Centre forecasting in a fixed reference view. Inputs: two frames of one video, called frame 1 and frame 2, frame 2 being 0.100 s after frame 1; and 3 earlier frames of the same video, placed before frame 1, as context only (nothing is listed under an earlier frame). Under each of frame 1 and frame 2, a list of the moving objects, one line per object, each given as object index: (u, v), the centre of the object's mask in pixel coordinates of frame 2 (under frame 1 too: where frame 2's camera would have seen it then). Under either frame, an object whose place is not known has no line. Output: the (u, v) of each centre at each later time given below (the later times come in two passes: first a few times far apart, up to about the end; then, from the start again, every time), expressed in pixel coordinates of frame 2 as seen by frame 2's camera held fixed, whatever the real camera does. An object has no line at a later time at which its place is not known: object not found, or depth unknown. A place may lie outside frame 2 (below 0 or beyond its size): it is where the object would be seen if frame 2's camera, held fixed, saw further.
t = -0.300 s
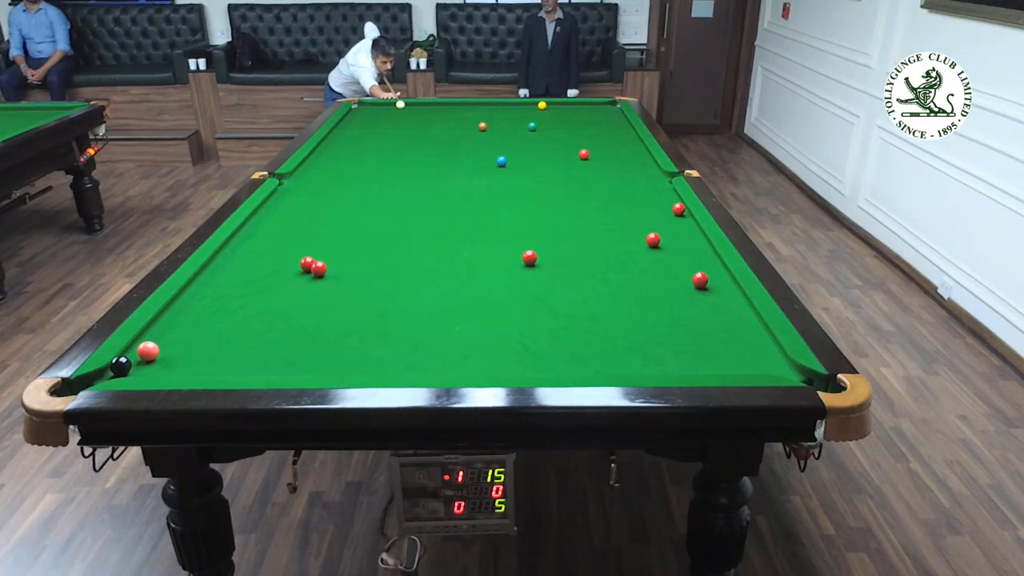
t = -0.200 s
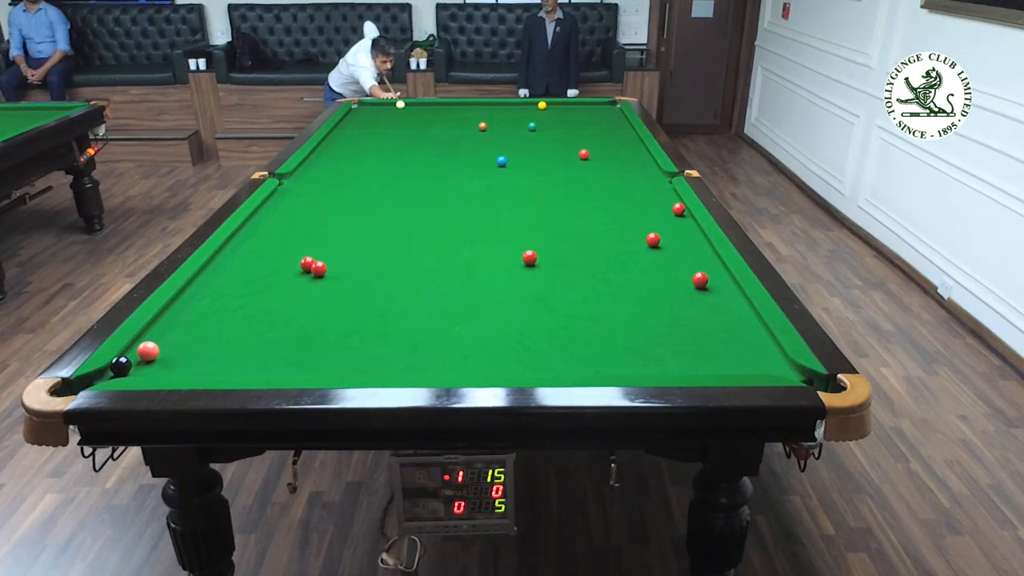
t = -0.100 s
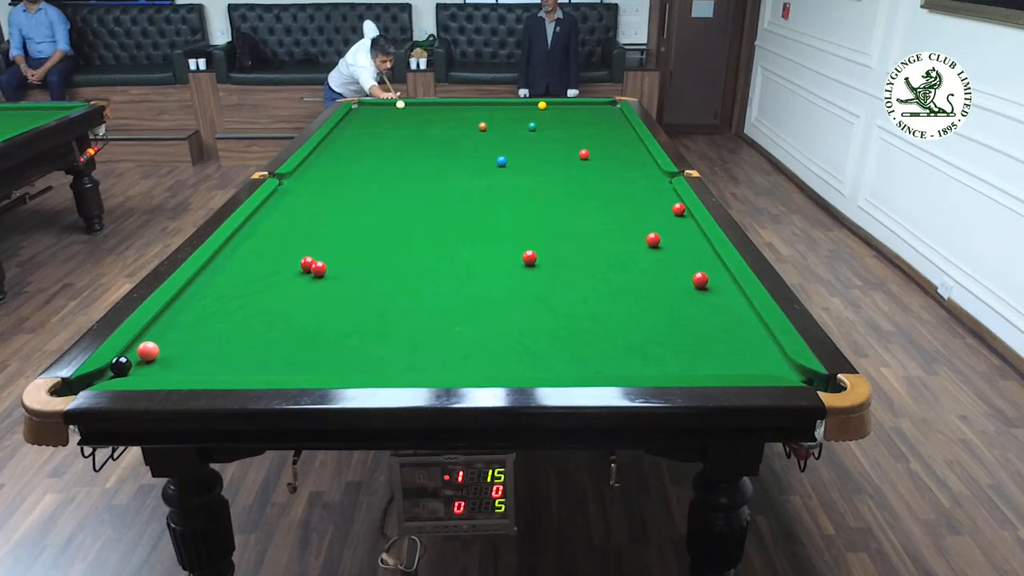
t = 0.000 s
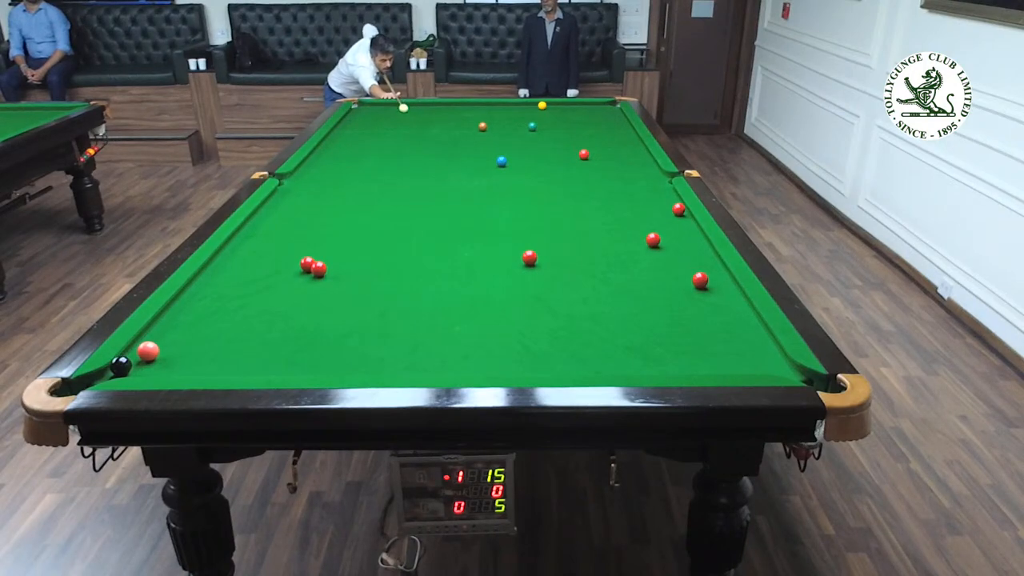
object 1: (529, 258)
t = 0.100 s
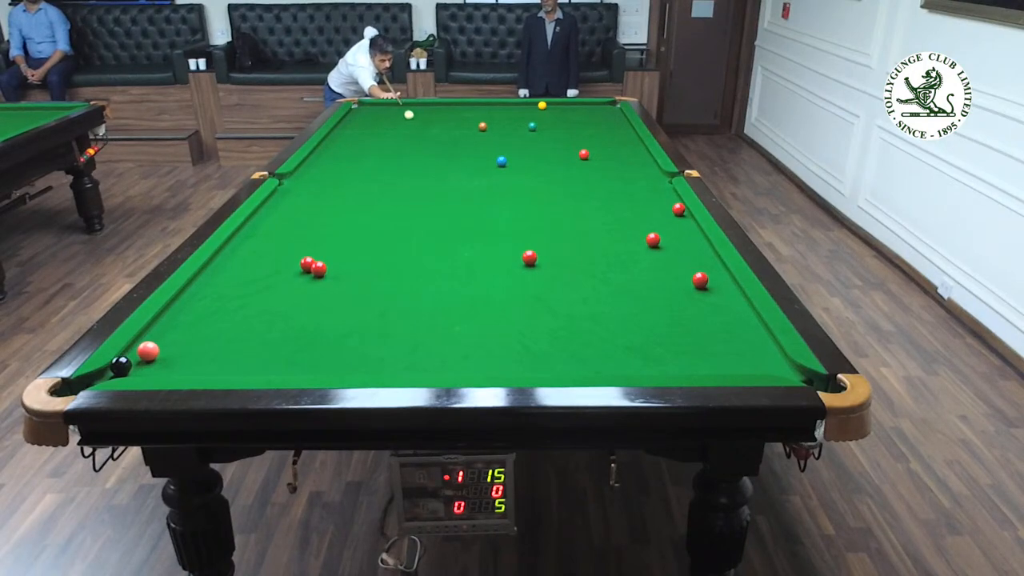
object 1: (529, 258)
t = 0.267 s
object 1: (529, 258)
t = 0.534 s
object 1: (529, 258)
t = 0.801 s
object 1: (529, 258)
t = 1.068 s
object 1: (529, 258)
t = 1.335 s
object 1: (550, 266)
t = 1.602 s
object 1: (629, 302)
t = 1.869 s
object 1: (709, 337)
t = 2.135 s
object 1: (805, 377)
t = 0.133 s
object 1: (529, 258)
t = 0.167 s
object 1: (529, 258)
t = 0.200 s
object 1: (529, 258)
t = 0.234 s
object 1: (529, 258)
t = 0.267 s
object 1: (529, 258)
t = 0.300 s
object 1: (529, 258)
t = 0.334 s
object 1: (529, 258)
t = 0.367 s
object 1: (529, 258)
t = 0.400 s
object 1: (529, 258)
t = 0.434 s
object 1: (529, 258)
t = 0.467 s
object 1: (529, 258)
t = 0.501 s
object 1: (529, 258)
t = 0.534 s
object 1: (529, 258)
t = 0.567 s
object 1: (529, 258)
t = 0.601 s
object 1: (529, 258)
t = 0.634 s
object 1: (529, 258)
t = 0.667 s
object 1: (529, 258)
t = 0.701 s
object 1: (529, 258)
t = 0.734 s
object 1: (529, 258)
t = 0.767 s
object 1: (529, 258)
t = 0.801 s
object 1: (529, 258)
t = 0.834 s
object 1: (529, 258)
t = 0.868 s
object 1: (529, 258)
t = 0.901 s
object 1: (529, 258)
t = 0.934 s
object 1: (529, 258)
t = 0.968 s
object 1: (529, 258)
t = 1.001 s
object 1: (529, 258)
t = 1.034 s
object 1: (529, 258)
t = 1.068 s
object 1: (529, 258)
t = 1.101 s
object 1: (529, 258)
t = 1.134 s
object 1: (529, 258)
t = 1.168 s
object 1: (529, 258)
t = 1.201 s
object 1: (529, 258)
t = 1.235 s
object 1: (529, 258)
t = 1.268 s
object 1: (530, 258)
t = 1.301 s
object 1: (539, 261)
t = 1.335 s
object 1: (550, 266)
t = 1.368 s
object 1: (561, 271)
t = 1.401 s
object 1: (571, 276)
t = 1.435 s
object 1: (581, 280)
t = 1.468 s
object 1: (591, 285)
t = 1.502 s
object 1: (601, 289)
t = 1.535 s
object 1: (610, 294)
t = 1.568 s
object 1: (619, 298)
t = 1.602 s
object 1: (629, 302)
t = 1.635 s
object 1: (638, 306)
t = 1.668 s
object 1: (648, 310)
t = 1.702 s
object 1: (658, 314)
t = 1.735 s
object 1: (668, 319)
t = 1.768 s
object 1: (678, 323)
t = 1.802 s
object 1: (688, 328)
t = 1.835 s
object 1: (698, 332)
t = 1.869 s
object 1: (709, 337)
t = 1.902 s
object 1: (720, 342)
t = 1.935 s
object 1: (731, 347)
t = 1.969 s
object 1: (742, 352)
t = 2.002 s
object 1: (754, 357)
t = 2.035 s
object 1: (766, 362)
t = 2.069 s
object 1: (779, 367)
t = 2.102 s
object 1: (792, 371)
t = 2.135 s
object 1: (805, 377)
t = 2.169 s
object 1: (816, 386)
